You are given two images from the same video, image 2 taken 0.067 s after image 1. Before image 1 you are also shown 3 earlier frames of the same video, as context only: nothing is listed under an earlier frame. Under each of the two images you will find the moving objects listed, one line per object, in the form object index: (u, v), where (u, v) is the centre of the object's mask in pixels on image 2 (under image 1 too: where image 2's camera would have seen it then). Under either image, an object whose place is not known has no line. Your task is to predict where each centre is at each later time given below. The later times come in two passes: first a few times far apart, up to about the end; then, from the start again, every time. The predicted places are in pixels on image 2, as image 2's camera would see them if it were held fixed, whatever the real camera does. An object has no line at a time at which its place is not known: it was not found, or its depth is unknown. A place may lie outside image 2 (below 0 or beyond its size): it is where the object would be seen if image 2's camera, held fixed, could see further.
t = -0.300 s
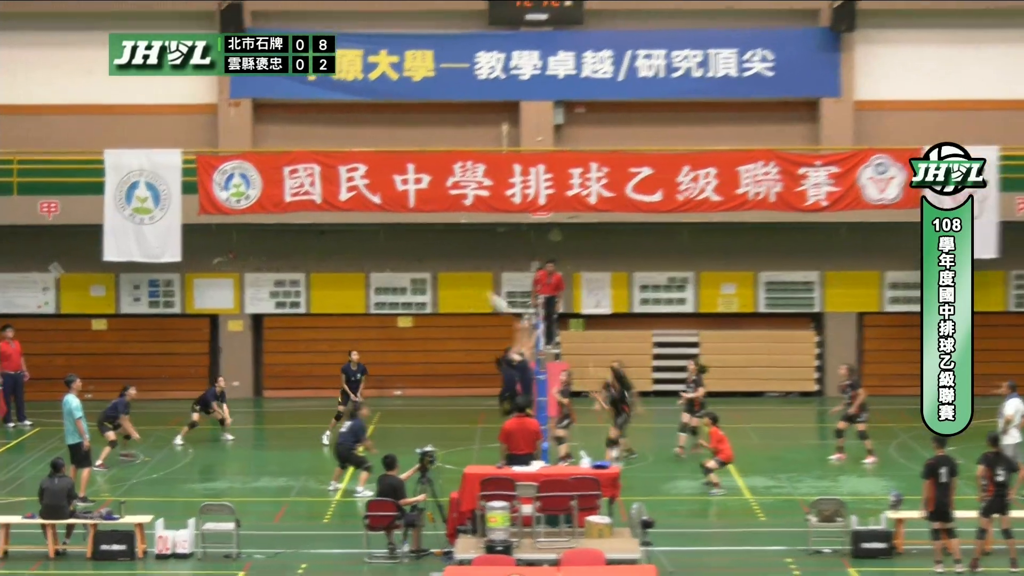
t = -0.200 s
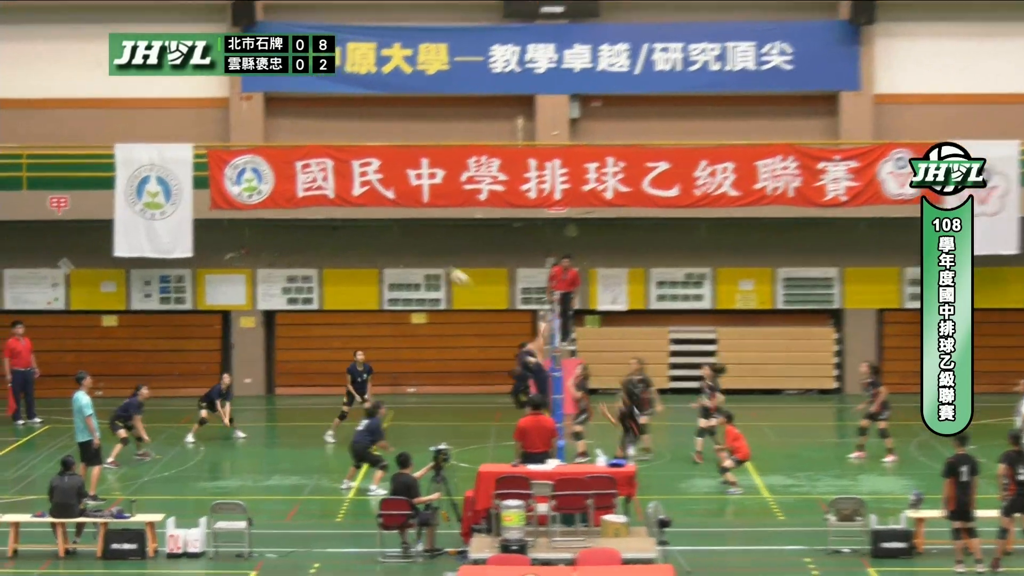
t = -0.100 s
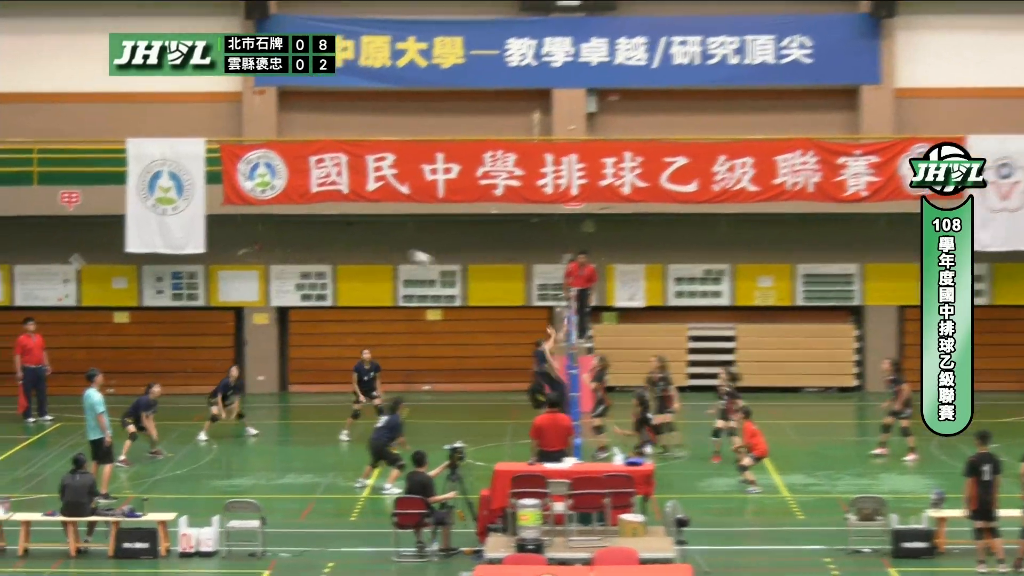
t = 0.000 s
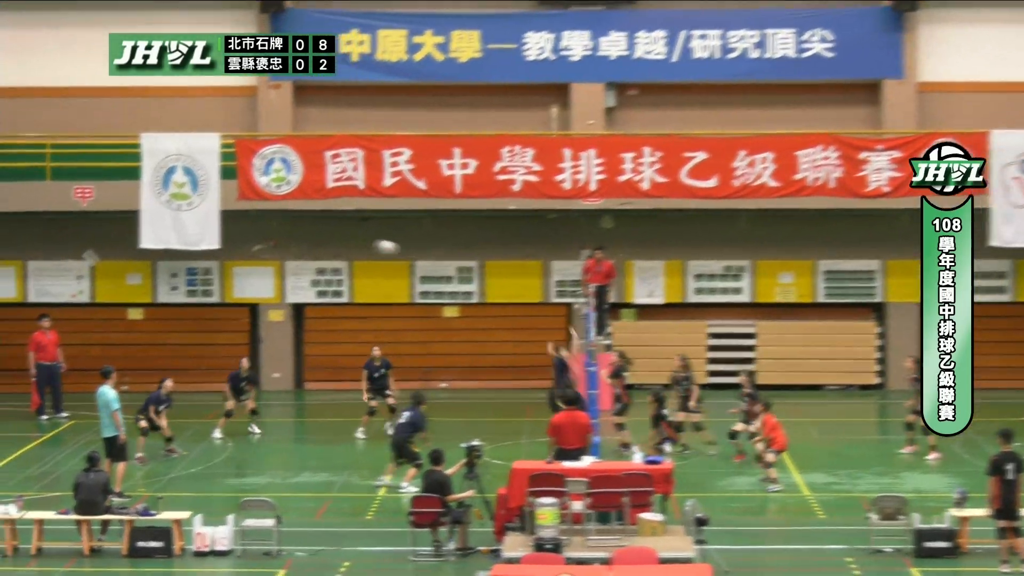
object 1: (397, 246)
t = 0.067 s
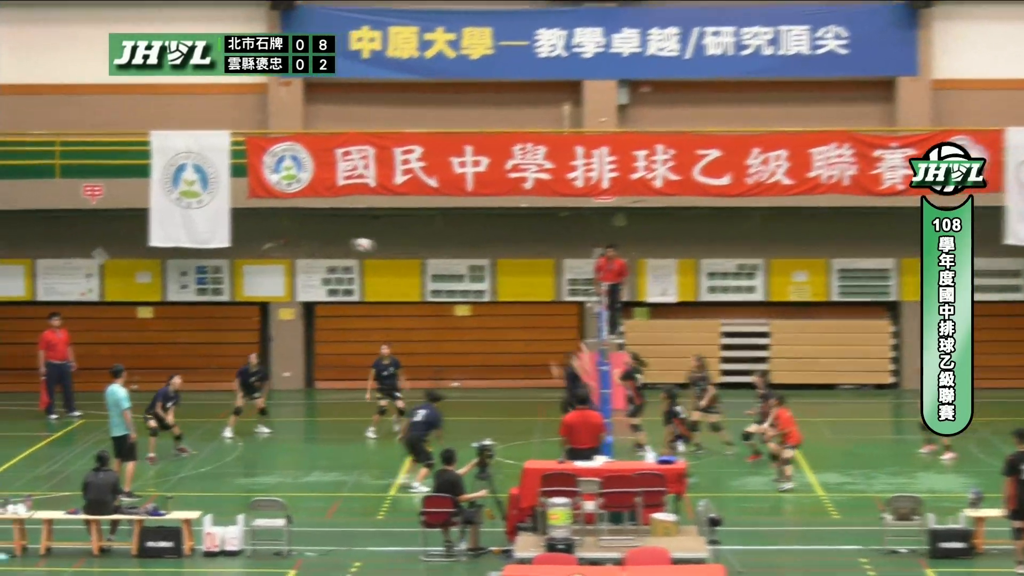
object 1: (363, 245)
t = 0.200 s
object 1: (298, 252)
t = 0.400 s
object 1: (202, 288)
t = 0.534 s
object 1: (142, 327)
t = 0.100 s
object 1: (346, 246)
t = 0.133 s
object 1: (330, 247)
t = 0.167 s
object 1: (314, 249)
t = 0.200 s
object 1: (298, 252)
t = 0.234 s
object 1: (281, 255)
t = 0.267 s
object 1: (265, 260)
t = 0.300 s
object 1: (248, 267)
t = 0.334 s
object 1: (232, 273)
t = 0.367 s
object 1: (217, 279)
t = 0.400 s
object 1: (202, 288)
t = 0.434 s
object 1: (185, 296)
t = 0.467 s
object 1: (172, 306)
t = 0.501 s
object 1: (157, 316)
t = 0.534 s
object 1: (142, 327)
